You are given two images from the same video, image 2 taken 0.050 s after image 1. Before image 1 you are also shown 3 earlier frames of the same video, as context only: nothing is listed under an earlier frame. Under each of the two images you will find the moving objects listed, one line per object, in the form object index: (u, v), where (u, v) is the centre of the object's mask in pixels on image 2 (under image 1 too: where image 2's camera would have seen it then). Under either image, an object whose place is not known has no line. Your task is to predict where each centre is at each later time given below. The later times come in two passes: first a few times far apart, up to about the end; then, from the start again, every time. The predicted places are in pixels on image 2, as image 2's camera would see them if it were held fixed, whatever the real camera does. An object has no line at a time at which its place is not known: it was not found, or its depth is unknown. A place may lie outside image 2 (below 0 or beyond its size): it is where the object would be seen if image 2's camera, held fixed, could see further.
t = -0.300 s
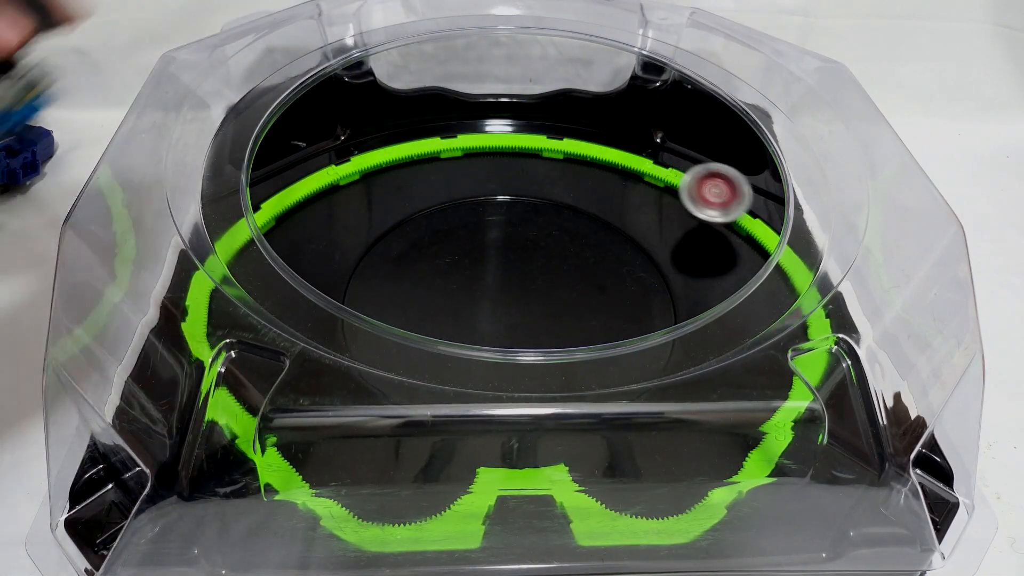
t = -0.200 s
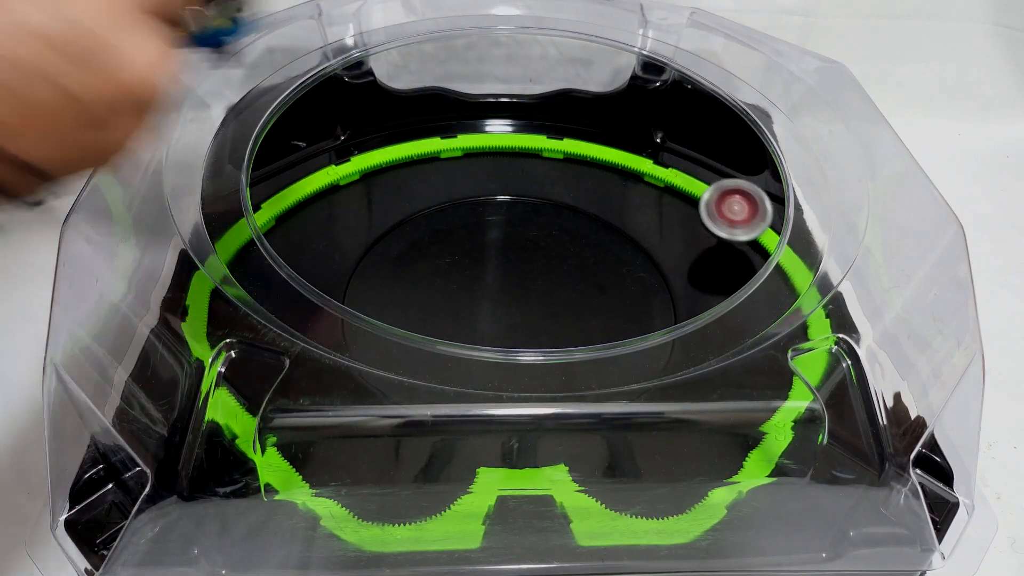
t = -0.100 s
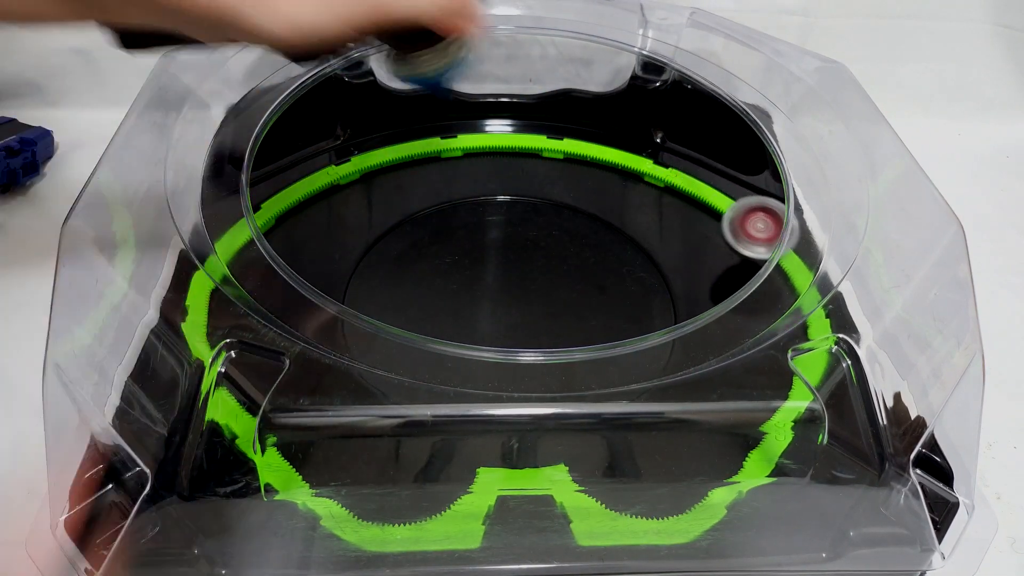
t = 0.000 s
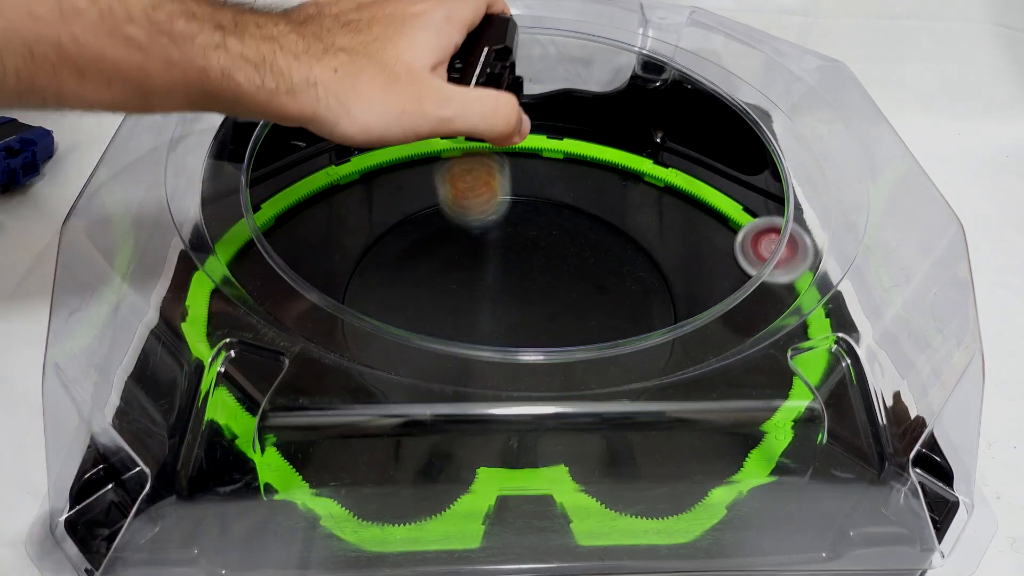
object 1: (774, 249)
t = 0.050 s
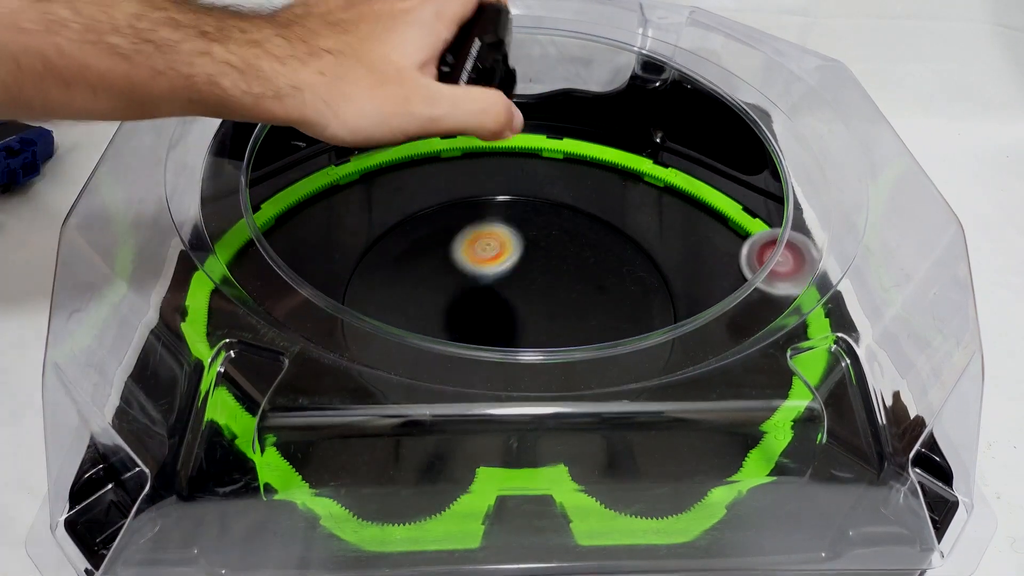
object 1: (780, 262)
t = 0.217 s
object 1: (793, 292)
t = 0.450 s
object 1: (784, 312)
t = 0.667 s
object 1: (777, 321)
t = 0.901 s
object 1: (763, 334)
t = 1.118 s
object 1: (588, 253)
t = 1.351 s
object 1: (378, 295)
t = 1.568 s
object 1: (332, 449)
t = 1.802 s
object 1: (858, 287)
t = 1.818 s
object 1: (831, 265)
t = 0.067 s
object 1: (783, 264)
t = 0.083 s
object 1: (785, 267)
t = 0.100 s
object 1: (789, 270)
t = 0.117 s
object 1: (797, 276)
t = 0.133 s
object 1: (802, 280)
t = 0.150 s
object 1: (799, 283)
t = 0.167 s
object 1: (797, 285)
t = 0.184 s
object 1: (795, 287)
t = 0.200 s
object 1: (794, 290)
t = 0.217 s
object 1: (793, 292)
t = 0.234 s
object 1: (794, 294)
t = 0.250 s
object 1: (794, 296)
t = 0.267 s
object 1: (795, 298)
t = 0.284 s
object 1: (796, 302)
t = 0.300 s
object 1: (798, 304)
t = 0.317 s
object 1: (800, 306)
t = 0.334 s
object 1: (802, 308)
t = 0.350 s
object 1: (799, 309)
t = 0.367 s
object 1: (796, 309)
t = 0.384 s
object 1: (792, 309)
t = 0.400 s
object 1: (790, 310)
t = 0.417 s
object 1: (787, 311)
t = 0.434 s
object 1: (786, 311)
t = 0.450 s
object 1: (784, 312)
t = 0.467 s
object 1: (783, 313)
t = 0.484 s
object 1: (783, 314)
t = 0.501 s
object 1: (783, 315)
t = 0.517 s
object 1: (783, 316)
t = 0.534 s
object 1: (784, 319)
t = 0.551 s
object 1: (787, 320)
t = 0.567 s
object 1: (790, 323)
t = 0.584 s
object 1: (792, 325)
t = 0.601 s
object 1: (794, 329)
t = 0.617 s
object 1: (790, 326)
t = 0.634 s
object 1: (785, 324)
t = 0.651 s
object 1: (781, 322)
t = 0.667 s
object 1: (777, 321)
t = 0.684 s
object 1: (774, 320)
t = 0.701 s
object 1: (772, 320)
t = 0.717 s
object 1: (771, 321)
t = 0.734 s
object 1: (770, 323)
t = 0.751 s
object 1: (769, 324)
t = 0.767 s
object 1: (768, 326)
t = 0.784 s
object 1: (769, 328)
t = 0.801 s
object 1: (770, 332)
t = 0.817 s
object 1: (771, 336)
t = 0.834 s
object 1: (775, 342)
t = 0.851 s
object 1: (779, 347)
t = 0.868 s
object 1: (784, 355)
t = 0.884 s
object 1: (777, 348)
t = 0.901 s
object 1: (763, 334)
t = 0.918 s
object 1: (750, 324)
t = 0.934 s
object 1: (731, 314)
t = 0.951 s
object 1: (720, 307)
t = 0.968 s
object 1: (706, 294)
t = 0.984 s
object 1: (693, 285)
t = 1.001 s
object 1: (682, 281)
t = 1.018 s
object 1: (668, 273)
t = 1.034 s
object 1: (657, 267)
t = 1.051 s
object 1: (644, 264)
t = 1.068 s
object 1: (631, 261)
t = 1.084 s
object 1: (618, 258)
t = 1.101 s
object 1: (603, 255)
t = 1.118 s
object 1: (588, 253)
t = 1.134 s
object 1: (573, 253)
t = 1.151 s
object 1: (557, 252)
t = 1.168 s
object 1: (541, 253)
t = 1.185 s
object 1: (525, 254)
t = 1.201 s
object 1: (509, 256)
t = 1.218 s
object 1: (492, 259)
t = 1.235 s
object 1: (477, 263)
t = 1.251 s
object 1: (460, 267)
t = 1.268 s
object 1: (445, 272)
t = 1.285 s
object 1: (429, 277)
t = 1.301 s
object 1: (414, 282)
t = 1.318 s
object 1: (400, 288)
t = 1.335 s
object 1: (387, 293)
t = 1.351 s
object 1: (378, 295)
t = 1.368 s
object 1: (360, 309)
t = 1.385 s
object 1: (350, 319)
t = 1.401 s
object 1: (346, 324)
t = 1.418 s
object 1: (346, 328)
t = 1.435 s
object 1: (343, 341)
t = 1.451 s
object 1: (340, 355)
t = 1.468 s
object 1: (342, 366)
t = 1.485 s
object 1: (340, 375)
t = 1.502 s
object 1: (339, 382)
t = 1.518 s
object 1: (336, 399)
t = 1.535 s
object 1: (335, 416)
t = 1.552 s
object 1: (333, 431)
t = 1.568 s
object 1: (332, 449)
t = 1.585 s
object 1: (335, 459)
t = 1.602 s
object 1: (376, 462)
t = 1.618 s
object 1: (422, 459)
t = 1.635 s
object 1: (463, 455)
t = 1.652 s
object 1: (511, 453)
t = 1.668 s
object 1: (565, 450)
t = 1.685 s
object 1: (639, 455)
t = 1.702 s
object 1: (694, 452)
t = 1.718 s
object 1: (785, 450)
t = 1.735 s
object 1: (842, 446)
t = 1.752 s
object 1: (871, 407)
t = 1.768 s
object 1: (888, 355)
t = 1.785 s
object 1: (875, 320)
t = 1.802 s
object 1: (858, 287)
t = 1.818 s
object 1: (831, 265)
